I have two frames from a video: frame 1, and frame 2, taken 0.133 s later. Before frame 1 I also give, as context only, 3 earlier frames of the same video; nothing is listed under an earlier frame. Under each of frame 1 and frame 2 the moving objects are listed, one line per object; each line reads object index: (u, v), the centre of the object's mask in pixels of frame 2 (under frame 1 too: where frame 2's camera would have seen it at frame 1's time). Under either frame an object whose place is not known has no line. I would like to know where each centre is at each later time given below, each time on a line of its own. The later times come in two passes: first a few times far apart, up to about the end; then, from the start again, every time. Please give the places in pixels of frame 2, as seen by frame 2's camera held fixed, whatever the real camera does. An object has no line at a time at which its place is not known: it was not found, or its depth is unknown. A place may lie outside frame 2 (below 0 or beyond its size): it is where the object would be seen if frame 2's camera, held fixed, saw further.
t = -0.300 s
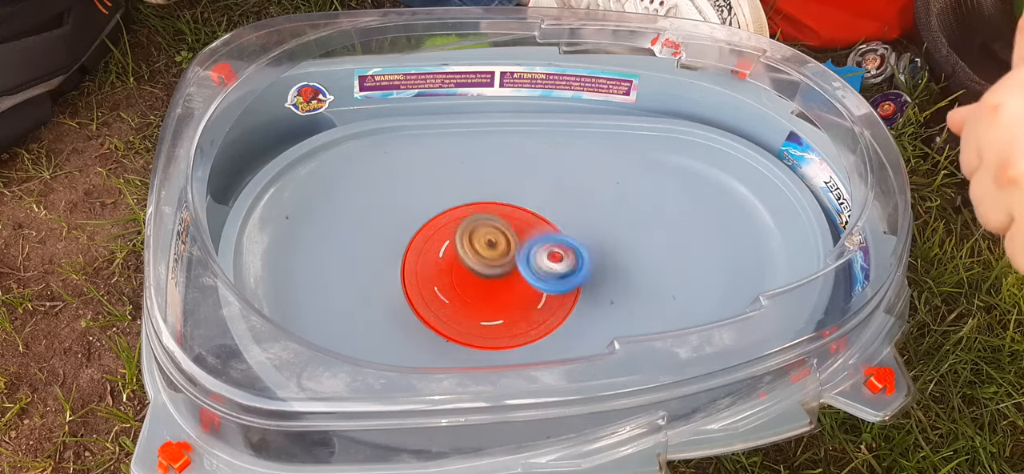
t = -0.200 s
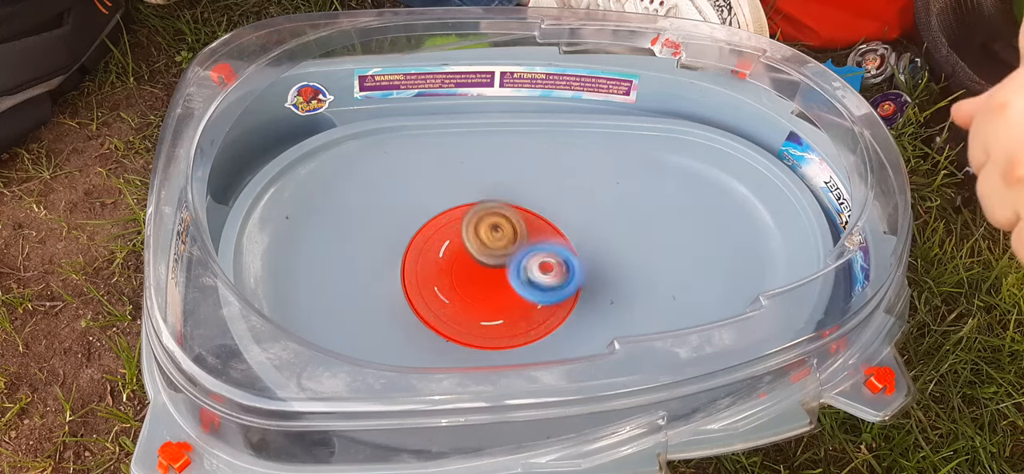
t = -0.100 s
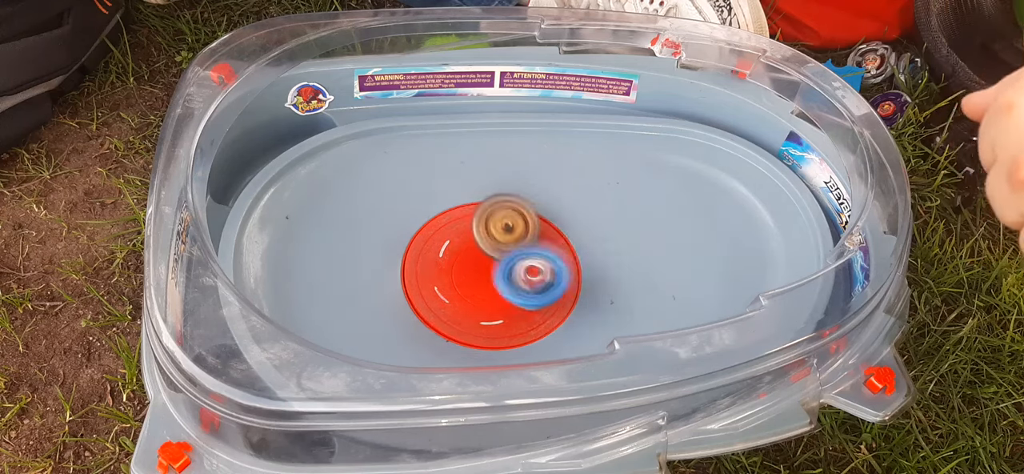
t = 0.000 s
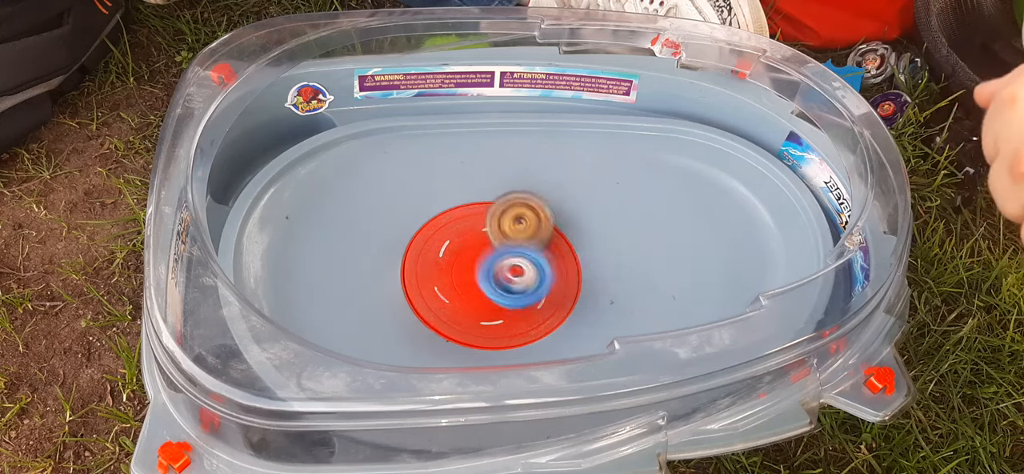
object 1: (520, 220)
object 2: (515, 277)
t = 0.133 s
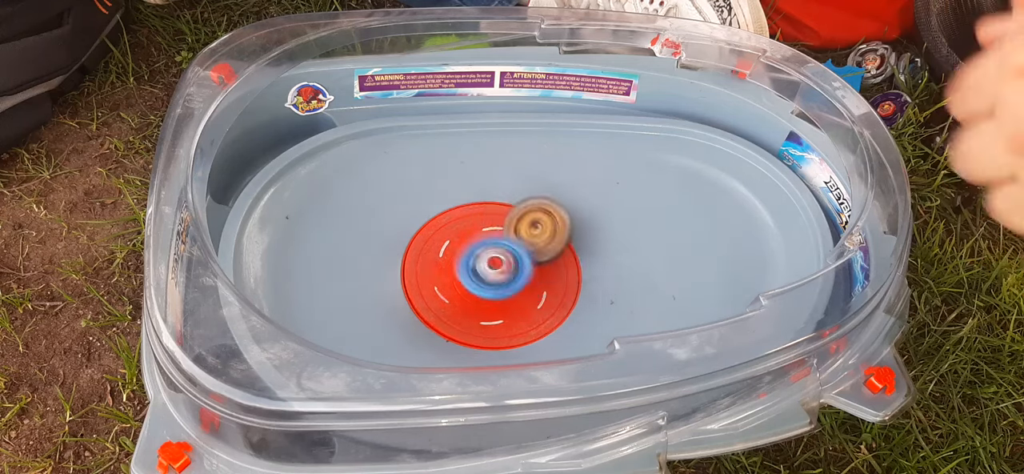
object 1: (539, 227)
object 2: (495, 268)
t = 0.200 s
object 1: (546, 234)
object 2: (488, 262)
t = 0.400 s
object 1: (548, 259)
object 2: (480, 238)
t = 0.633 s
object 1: (521, 278)
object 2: (501, 222)
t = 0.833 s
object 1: (486, 269)
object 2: (534, 221)
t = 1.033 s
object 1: (482, 246)
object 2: (552, 235)
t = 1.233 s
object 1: (498, 227)
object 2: (548, 258)
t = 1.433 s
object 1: (528, 226)
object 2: (533, 277)
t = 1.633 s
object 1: (544, 243)
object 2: (503, 285)
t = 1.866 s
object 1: (534, 259)
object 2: (476, 292)
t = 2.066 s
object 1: (518, 254)
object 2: (452, 294)
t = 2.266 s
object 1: (502, 243)
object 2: (455, 281)
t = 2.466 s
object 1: (500, 231)
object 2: (455, 268)
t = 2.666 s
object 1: (511, 227)
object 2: (456, 256)
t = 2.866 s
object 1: (532, 235)
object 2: (442, 248)
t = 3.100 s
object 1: (525, 245)
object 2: (463, 238)
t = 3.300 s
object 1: (520, 243)
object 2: (459, 214)
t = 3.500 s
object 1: (524, 250)
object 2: (459, 209)
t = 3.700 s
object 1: (529, 248)
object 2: (477, 219)
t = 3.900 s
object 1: (519, 259)
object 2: (487, 218)
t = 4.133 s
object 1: (501, 271)
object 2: (453, 213)
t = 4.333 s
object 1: (500, 256)
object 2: (432, 218)
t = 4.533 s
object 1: (505, 262)
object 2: (439, 218)
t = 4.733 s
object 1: (519, 260)
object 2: (472, 204)
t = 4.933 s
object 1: (508, 250)
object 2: (473, 202)
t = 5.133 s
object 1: (506, 256)
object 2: (459, 221)
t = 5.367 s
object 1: (499, 255)
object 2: (463, 216)
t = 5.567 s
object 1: (494, 262)
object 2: (468, 216)
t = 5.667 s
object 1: (490, 269)
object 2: (469, 216)
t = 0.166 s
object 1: (543, 231)
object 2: (492, 265)
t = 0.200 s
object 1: (546, 234)
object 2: (488, 262)
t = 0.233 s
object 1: (548, 239)
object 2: (485, 258)
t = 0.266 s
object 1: (550, 243)
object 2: (483, 255)
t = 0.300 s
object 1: (550, 248)
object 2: (481, 250)
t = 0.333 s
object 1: (550, 251)
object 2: (480, 246)
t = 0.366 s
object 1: (549, 256)
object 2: (479, 242)
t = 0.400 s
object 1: (548, 259)
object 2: (480, 238)
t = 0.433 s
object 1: (545, 264)
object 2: (480, 235)
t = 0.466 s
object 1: (543, 267)
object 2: (483, 230)
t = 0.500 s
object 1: (539, 271)
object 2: (485, 228)
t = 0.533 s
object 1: (534, 273)
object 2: (487, 226)
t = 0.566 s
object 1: (530, 276)
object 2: (492, 224)
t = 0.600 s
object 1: (525, 277)
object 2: (496, 222)
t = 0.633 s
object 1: (521, 278)
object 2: (501, 222)
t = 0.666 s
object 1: (515, 277)
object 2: (505, 221)
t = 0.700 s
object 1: (504, 277)
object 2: (513, 221)
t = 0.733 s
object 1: (499, 276)
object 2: (520, 220)
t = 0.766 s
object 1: (494, 274)
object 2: (523, 220)
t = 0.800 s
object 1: (490, 272)
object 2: (528, 220)
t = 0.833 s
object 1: (486, 269)
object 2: (534, 221)
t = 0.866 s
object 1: (484, 266)
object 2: (539, 222)
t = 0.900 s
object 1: (482, 262)
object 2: (542, 224)
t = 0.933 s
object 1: (481, 258)
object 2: (546, 226)
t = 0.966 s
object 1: (480, 254)
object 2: (549, 228)
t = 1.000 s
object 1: (481, 251)
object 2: (551, 231)
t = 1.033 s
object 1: (482, 246)
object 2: (552, 235)
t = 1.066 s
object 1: (484, 243)
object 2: (552, 239)
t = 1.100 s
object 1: (485, 240)
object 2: (552, 243)
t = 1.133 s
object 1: (488, 236)
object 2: (550, 247)
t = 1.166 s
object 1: (490, 234)
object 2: (548, 250)
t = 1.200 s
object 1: (494, 229)
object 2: (550, 255)
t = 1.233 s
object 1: (498, 227)
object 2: (548, 258)
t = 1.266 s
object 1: (504, 225)
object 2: (546, 262)
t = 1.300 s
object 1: (508, 225)
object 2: (545, 267)
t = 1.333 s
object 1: (514, 223)
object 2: (543, 269)
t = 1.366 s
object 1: (519, 224)
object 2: (540, 272)
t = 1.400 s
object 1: (524, 224)
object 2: (536, 275)
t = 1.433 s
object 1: (528, 226)
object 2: (533, 277)
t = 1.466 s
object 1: (533, 228)
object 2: (528, 279)
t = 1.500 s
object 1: (537, 231)
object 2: (524, 279)
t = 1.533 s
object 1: (540, 234)
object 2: (519, 281)
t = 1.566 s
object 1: (544, 238)
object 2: (514, 283)
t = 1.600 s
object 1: (544, 241)
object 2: (511, 283)
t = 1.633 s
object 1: (544, 243)
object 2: (503, 285)
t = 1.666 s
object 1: (545, 245)
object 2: (497, 291)
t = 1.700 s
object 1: (546, 247)
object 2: (494, 293)
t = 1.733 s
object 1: (544, 251)
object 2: (489, 293)
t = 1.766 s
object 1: (542, 252)
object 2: (484, 293)
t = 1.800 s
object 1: (540, 255)
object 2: (480, 294)
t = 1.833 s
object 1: (537, 257)
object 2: (477, 293)
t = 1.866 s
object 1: (534, 259)
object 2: (476, 292)
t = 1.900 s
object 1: (531, 260)
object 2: (476, 289)
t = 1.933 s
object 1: (529, 260)
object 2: (473, 291)
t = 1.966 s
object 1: (528, 259)
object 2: (467, 293)
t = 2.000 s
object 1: (525, 258)
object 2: (460, 294)
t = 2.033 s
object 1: (521, 257)
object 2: (455, 294)
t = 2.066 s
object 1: (518, 254)
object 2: (452, 294)
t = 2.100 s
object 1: (515, 254)
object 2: (450, 293)
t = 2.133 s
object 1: (511, 251)
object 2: (450, 292)
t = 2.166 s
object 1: (509, 249)
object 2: (450, 291)
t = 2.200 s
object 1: (505, 247)
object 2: (451, 288)
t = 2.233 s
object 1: (504, 245)
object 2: (454, 285)
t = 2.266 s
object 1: (502, 243)
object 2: (455, 281)
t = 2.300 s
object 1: (501, 240)
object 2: (455, 280)
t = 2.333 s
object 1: (500, 239)
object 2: (454, 279)
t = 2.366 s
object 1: (499, 236)
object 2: (453, 276)
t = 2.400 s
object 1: (499, 234)
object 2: (452, 274)
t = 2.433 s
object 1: (500, 233)
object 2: (455, 271)
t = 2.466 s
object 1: (500, 231)
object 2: (455, 268)
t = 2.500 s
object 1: (501, 230)
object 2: (456, 266)
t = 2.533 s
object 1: (503, 228)
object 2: (456, 263)
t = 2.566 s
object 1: (506, 227)
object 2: (455, 263)
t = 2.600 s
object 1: (507, 227)
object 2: (455, 260)
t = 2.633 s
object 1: (508, 227)
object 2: (454, 258)
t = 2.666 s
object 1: (511, 227)
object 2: (456, 256)
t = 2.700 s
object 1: (514, 227)
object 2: (458, 252)
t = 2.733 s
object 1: (517, 229)
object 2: (460, 249)
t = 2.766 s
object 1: (524, 229)
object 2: (449, 251)
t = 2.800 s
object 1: (531, 230)
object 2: (445, 254)
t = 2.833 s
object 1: (534, 233)
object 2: (445, 250)
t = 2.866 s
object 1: (532, 235)
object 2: (442, 248)
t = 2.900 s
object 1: (532, 235)
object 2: (440, 246)
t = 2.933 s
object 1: (534, 234)
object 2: (441, 246)
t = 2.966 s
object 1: (534, 236)
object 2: (443, 245)
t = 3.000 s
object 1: (532, 240)
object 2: (448, 244)
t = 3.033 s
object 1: (529, 243)
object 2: (452, 243)
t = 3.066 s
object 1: (525, 244)
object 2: (457, 241)
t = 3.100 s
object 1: (525, 245)
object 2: (463, 238)
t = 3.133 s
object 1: (527, 246)
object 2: (462, 232)
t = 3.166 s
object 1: (531, 246)
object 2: (459, 230)
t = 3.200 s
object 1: (532, 248)
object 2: (460, 227)
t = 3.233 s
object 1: (528, 249)
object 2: (461, 221)
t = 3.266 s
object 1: (522, 247)
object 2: (461, 216)
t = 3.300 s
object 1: (520, 243)
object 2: (459, 214)
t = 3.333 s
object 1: (521, 241)
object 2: (458, 213)
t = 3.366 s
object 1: (525, 242)
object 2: (460, 213)
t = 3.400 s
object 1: (527, 244)
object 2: (461, 212)
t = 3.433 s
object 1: (526, 248)
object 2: (463, 211)
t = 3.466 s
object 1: (525, 251)
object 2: (461, 209)
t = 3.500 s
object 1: (524, 250)
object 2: (459, 209)
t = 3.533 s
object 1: (524, 248)
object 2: (460, 211)
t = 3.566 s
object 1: (525, 247)
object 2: (463, 211)
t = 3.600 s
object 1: (527, 246)
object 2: (467, 213)
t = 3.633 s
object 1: (528, 246)
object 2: (468, 214)
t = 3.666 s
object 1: (529, 247)
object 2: (471, 216)
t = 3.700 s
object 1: (529, 248)
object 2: (477, 219)
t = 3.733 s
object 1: (532, 252)
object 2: (476, 218)
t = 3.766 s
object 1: (531, 256)
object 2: (475, 218)
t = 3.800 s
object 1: (528, 259)
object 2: (478, 220)
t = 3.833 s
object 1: (524, 260)
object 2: (481, 219)
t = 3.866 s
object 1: (521, 260)
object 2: (484, 219)
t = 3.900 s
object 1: (519, 259)
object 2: (487, 218)
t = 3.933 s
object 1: (515, 261)
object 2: (485, 214)
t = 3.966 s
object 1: (514, 262)
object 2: (481, 212)
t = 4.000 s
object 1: (509, 263)
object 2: (478, 211)
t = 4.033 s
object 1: (504, 265)
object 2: (473, 212)
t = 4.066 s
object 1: (500, 266)
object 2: (468, 214)
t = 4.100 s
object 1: (500, 270)
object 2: (460, 214)
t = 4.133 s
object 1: (501, 271)
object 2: (453, 213)
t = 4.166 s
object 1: (501, 271)
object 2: (448, 214)
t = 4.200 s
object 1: (501, 267)
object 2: (445, 214)
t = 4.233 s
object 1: (502, 266)
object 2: (442, 216)
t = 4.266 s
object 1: (502, 263)
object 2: (439, 217)
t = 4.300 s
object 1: (501, 259)
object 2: (435, 218)
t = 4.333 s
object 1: (500, 256)
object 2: (432, 218)
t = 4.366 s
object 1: (500, 253)
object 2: (431, 218)
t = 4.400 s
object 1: (501, 252)
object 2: (430, 218)
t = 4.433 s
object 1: (503, 253)
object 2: (431, 218)
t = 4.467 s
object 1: (505, 256)
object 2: (432, 218)
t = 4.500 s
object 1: (505, 261)
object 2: (435, 218)
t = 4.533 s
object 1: (505, 262)
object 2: (439, 218)
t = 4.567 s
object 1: (507, 262)
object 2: (446, 218)
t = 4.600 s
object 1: (511, 261)
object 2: (452, 216)
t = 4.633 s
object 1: (514, 261)
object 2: (458, 214)
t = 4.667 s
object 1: (516, 261)
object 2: (464, 211)
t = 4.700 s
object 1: (516, 261)
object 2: (468, 207)
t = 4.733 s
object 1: (519, 260)
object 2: (472, 204)
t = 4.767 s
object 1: (519, 256)
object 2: (474, 200)
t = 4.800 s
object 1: (518, 253)
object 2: (475, 198)
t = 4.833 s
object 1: (517, 250)
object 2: (476, 197)
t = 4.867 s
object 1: (513, 248)
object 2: (475, 197)
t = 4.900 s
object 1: (511, 248)
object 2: (474, 199)
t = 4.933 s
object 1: (508, 250)
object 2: (473, 202)
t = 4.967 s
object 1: (506, 252)
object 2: (471, 206)
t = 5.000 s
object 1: (506, 253)
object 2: (469, 210)
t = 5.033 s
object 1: (507, 254)
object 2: (467, 214)
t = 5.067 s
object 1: (509, 255)
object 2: (465, 217)
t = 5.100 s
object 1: (508, 256)
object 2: (462, 219)
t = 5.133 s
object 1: (506, 256)
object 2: (459, 221)
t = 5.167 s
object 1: (507, 257)
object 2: (457, 222)
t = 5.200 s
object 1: (506, 256)
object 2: (456, 222)
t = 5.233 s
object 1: (504, 255)
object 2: (457, 221)
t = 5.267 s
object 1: (504, 256)
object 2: (459, 221)
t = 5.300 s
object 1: (504, 256)
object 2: (460, 220)
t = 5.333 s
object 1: (502, 256)
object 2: (461, 218)
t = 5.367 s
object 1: (499, 255)
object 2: (463, 216)
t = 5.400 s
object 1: (497, 253)
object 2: (466, 214)
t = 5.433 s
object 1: (500, 254)
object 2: (468, 213)
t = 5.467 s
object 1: (500, 256)
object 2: (469, 214)
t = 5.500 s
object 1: (499, 258)
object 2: (469, 216)
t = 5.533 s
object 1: (496, 260)
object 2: (468, 216)
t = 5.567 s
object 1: (494, 262)
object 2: (468, 216)
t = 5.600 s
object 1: (492, 265)
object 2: (469, 216)
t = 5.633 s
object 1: (491, 267)
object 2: (469, 215)
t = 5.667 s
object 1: (490, 269)
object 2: (469, 216)
